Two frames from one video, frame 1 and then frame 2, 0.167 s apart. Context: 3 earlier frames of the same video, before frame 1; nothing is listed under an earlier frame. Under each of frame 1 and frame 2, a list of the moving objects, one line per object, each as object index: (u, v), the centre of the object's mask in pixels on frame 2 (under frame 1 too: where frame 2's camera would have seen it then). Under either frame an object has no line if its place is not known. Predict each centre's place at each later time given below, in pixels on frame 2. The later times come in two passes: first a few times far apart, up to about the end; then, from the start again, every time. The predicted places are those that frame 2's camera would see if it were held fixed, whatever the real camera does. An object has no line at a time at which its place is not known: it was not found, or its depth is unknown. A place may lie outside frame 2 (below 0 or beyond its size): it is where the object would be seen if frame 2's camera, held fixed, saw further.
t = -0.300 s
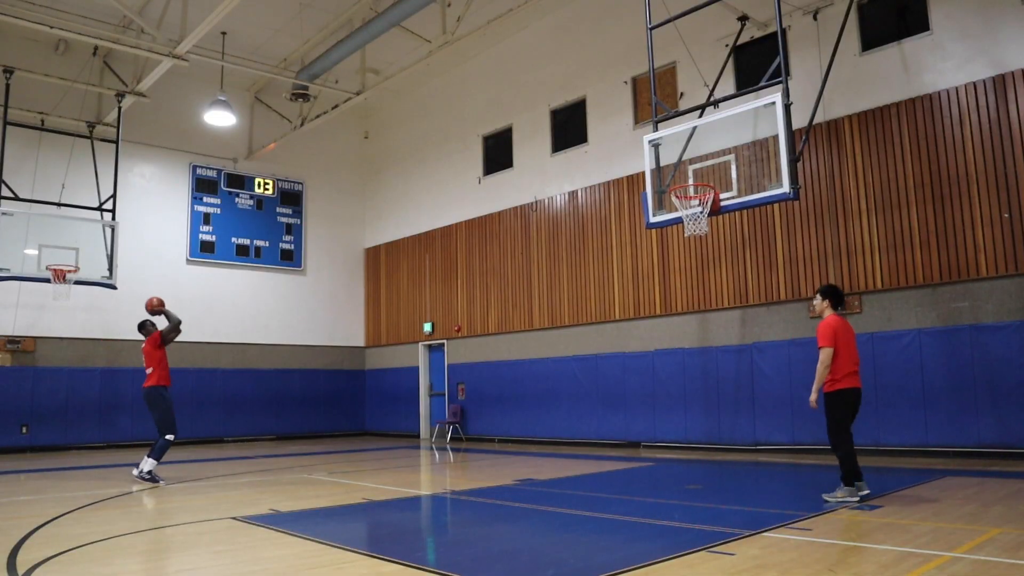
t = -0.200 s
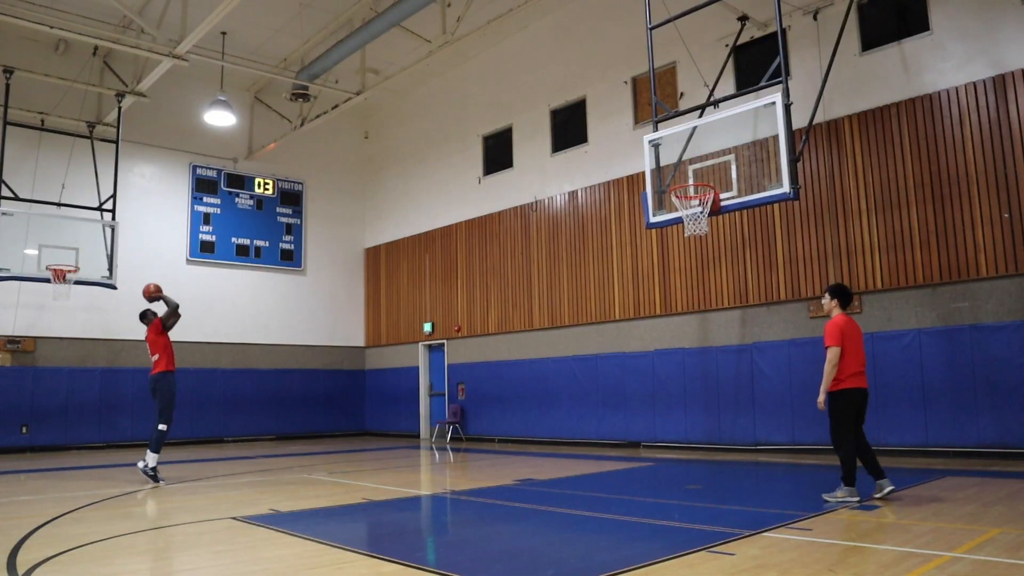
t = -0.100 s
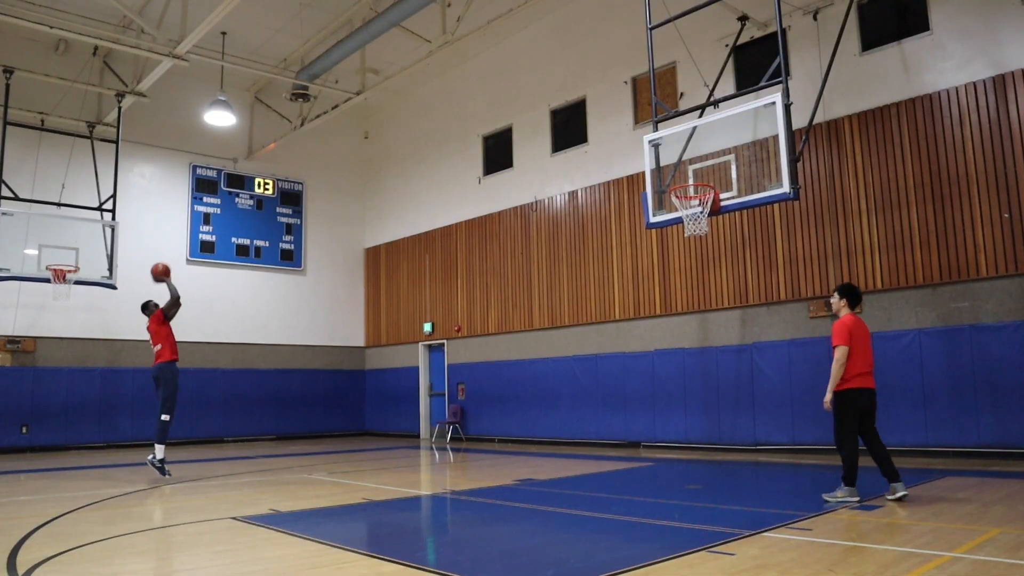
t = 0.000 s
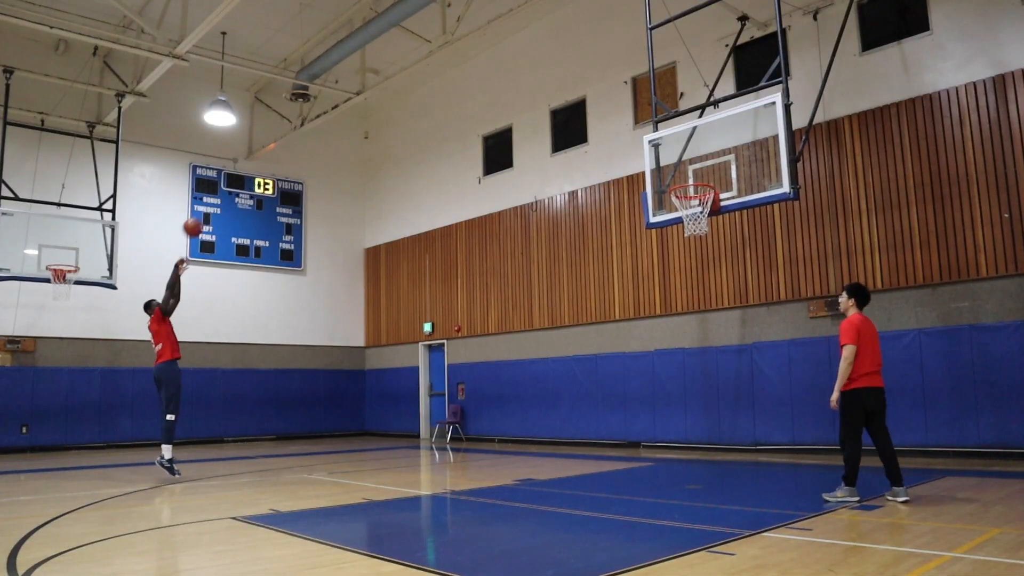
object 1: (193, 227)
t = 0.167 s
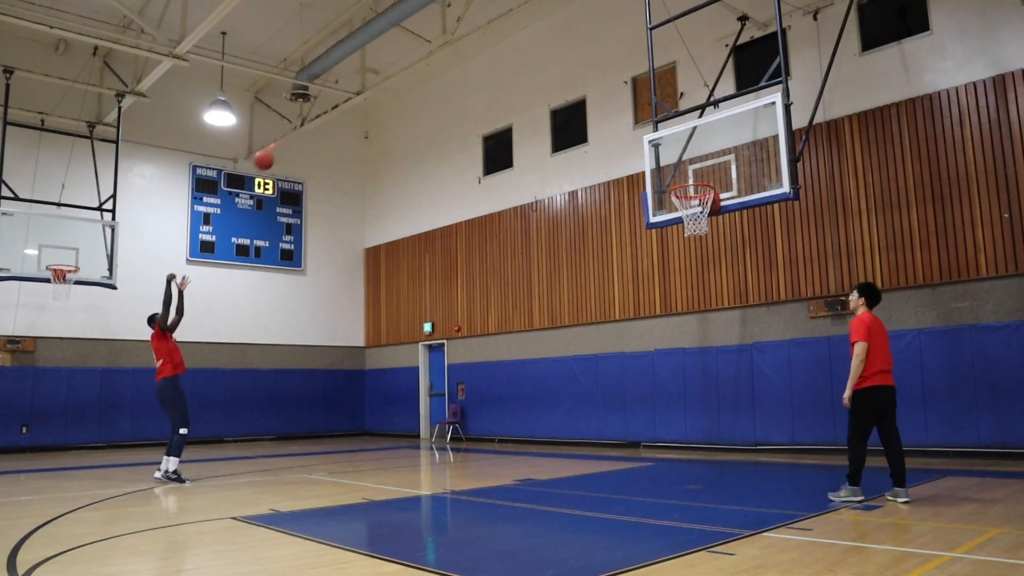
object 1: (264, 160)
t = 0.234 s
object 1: (292, 139)
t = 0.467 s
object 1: (396, 92)
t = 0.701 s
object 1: (502, 87)
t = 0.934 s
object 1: (616, 130)
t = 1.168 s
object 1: (696, 217)
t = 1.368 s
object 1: (672, 318)
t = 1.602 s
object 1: (647, 472)
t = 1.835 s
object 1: (593, 367)
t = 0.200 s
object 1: (278, 149)
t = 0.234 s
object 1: (292, 139)
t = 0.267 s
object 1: (307, 129)
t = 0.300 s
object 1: (322, 121)
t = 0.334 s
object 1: (336, 114)
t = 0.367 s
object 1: (351, 107)
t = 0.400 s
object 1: (366, 100)
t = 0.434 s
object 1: (380, 96)
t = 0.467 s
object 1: (396, 92)
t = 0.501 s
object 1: (410, 89)
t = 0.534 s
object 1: (426, 86)
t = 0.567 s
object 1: (441, 85)
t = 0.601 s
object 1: (456, 84)
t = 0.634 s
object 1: (472, 84)
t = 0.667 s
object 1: (487, 85)
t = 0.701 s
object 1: (502, 87)
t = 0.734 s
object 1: (518, 91)
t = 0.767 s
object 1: (534, 94)
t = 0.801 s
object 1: (550, 100)
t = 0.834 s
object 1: (566, 105)
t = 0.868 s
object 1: (582, 112)
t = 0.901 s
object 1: (599, 121)
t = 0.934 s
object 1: (616, 130)
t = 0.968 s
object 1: (632, 140)
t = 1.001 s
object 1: (650, 152)
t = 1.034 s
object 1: (668, 164)
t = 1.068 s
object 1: (684, 176)
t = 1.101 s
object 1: (699, 194)
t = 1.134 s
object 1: (701, 204)
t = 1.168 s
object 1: (696, 217)
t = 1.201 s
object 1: (692, 238)
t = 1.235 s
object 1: (688, 250)
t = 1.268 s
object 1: (685, 265)
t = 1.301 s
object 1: (680, 282)
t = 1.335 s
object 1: (676, 300)
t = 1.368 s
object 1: (672, 318)
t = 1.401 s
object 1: (669, 339)
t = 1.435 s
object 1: (665, 361)
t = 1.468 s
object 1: (662, 383)
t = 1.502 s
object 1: (658, 406)
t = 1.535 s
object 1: (655, 430)
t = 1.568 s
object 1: (651, 457)
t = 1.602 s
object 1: (647, 472)
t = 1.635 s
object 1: (639, 453)
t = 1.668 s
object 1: (631, 435)
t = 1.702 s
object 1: (623, 420)
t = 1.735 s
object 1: (615, 405)
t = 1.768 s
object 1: (608, 391)
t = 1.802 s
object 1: (600, 378)
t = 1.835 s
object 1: (593, 367)
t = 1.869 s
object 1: (586, 356)
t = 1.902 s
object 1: (578, 347)
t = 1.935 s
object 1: (571, 339)
